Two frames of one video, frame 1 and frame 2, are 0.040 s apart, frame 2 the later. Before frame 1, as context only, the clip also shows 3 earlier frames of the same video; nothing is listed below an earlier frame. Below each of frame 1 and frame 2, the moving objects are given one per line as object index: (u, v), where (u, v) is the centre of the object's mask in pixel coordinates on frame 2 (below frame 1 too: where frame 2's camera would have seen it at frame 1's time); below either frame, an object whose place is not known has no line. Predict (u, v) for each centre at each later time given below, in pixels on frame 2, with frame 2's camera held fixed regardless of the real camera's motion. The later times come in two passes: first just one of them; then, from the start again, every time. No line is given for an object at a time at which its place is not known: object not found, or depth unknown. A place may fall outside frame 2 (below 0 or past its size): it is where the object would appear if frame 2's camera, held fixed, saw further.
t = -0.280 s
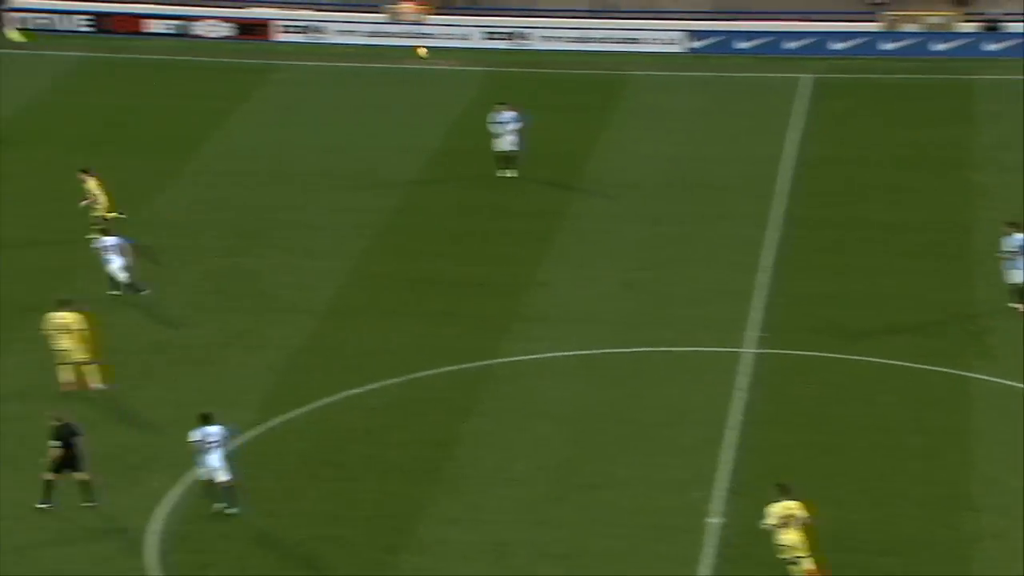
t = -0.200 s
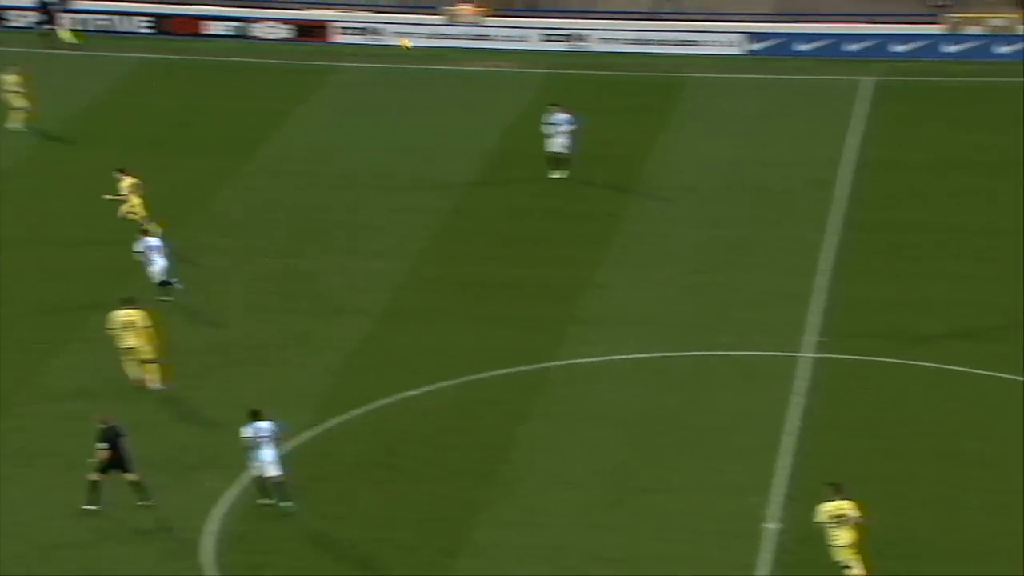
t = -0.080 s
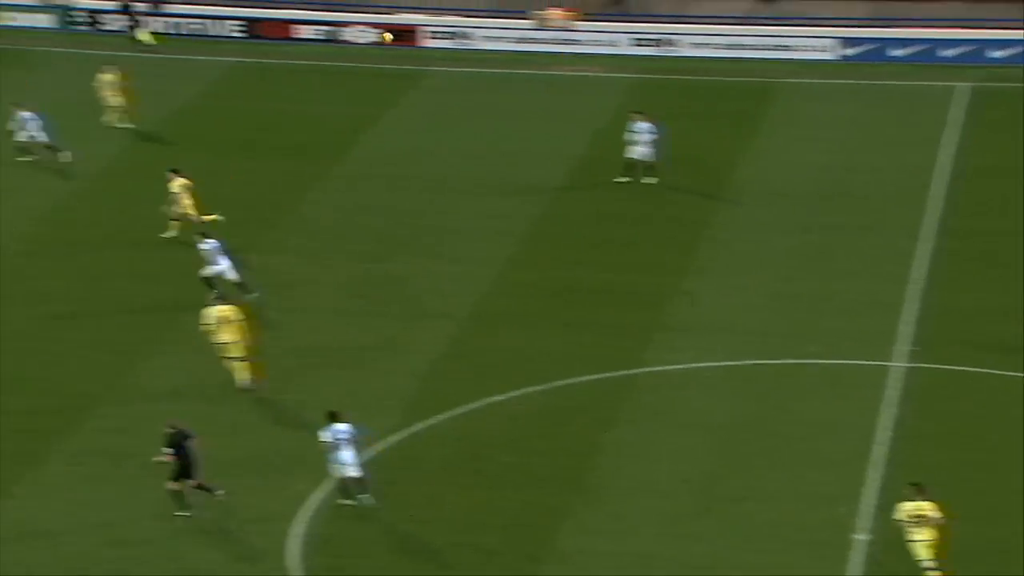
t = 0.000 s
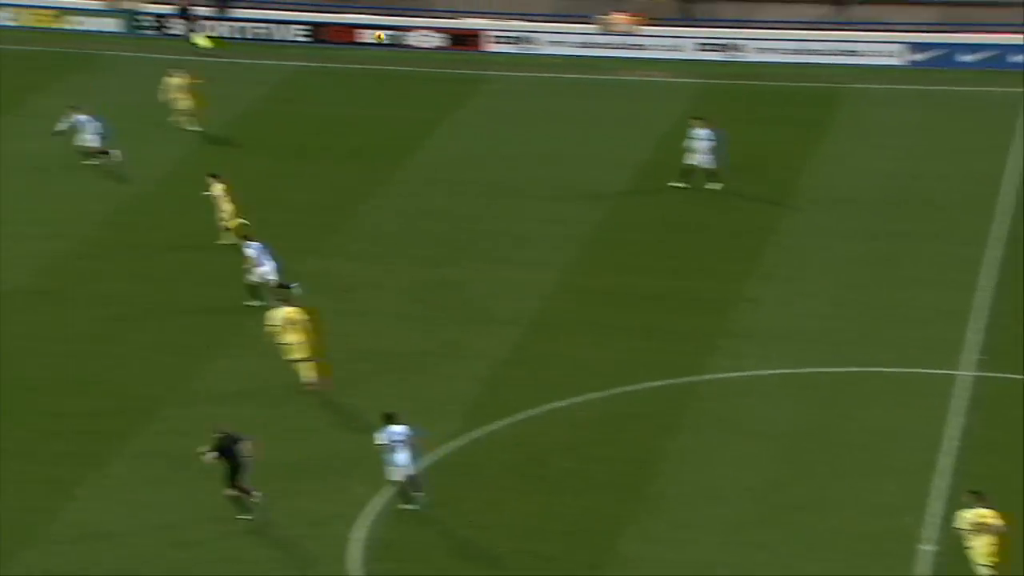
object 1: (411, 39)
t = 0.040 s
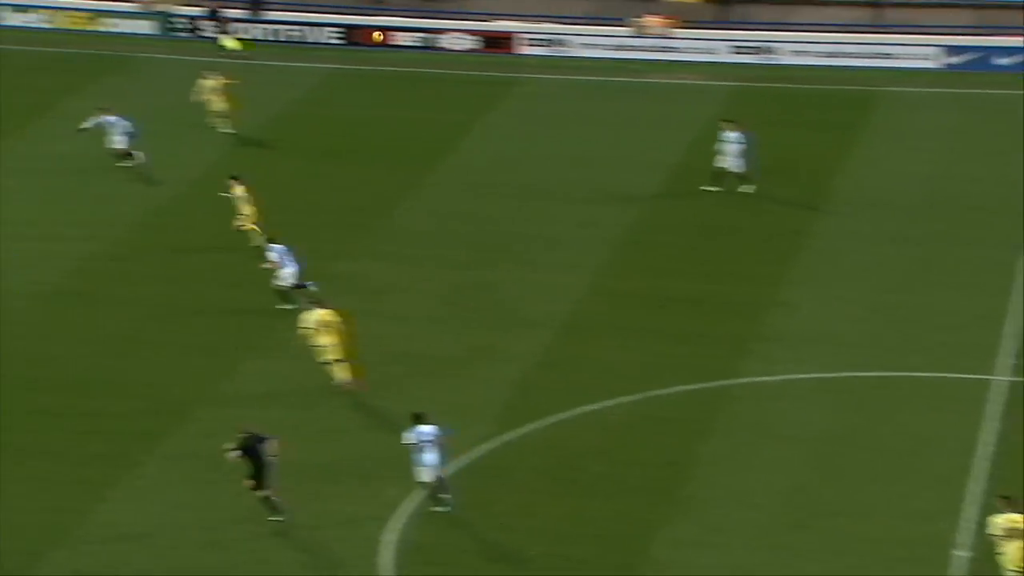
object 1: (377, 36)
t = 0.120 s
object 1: (307, 32)
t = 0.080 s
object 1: (342, 34)
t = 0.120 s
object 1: (307, 32)
